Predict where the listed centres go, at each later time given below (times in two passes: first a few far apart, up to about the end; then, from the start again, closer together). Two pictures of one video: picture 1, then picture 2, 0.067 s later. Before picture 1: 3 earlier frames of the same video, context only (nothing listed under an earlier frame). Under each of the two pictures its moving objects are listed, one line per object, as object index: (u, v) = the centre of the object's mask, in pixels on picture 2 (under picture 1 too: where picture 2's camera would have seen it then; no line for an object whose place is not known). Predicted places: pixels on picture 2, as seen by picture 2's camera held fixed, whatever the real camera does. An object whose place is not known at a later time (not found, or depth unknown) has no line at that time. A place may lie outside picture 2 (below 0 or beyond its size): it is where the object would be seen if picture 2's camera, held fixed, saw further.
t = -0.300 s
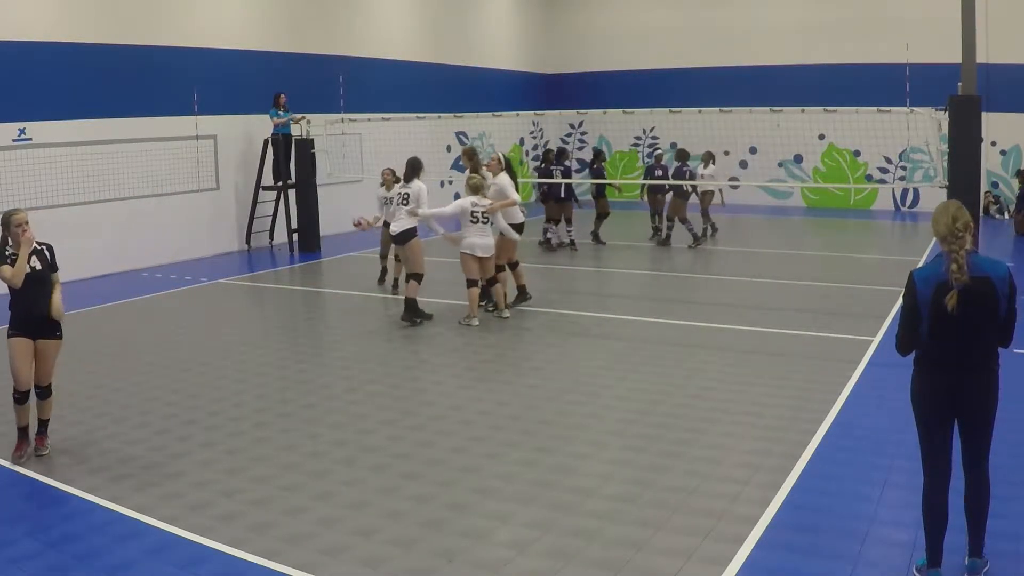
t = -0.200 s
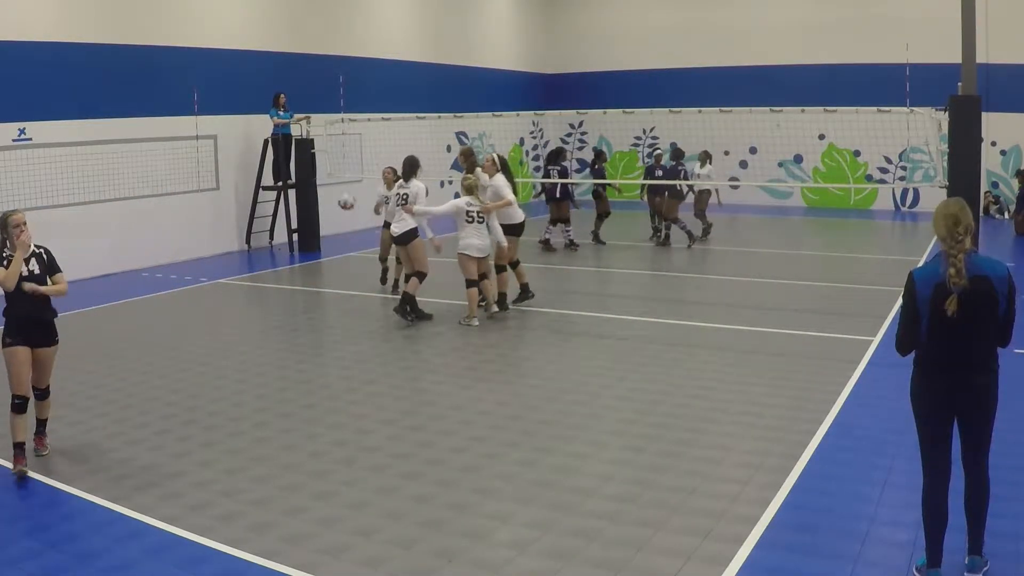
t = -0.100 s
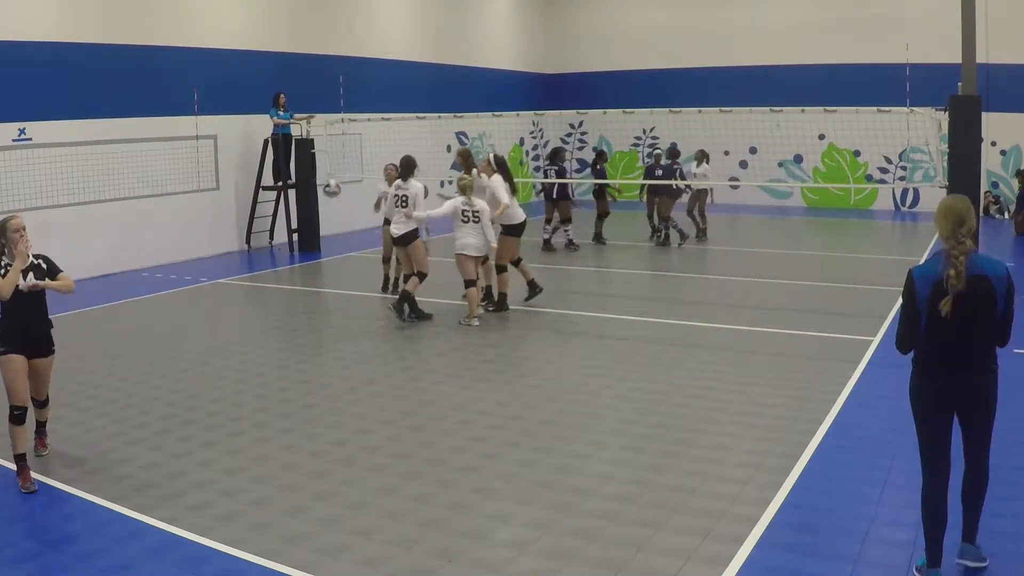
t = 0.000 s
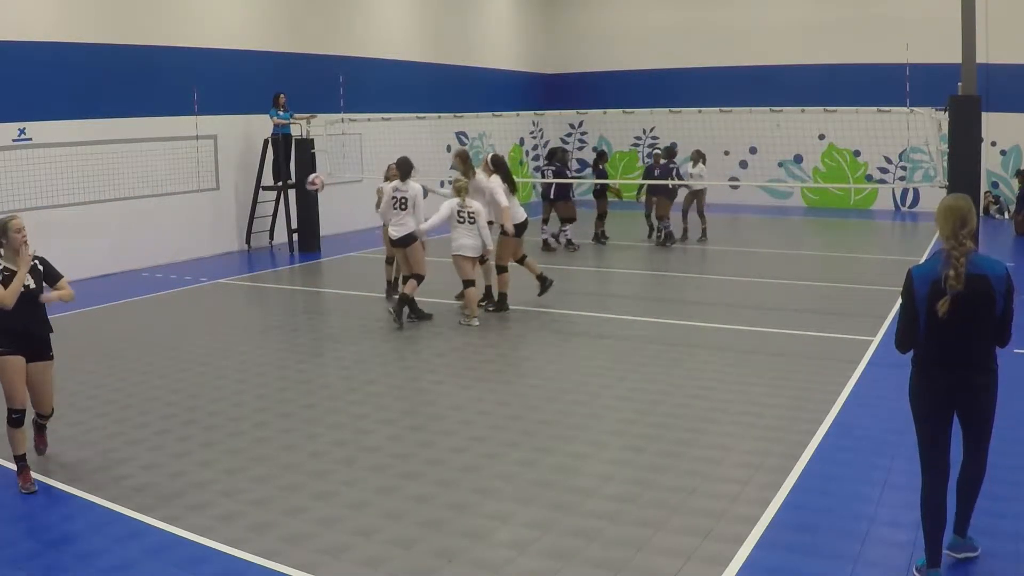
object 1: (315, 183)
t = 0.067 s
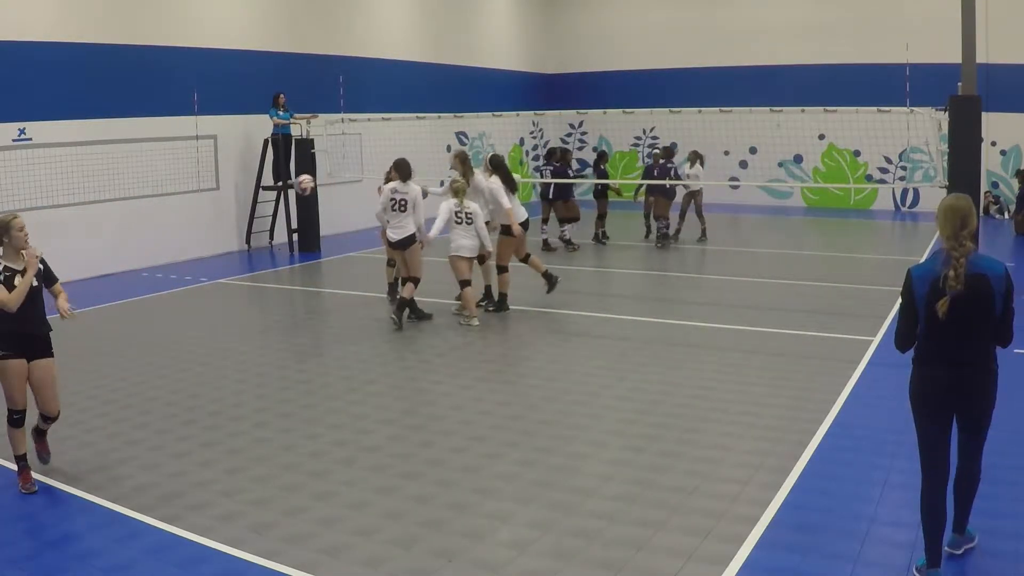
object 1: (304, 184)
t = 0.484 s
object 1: (229, 315)
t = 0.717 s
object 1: (173, 336)
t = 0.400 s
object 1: (245, 269)
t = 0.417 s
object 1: (241, 277)
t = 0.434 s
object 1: (237, 286)
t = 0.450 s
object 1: (235, 296)
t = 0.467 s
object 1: (232, 305)
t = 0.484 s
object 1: (229, 315)
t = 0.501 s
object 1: (226, 326)
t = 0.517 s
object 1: (223, 337)
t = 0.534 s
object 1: (220, 349)
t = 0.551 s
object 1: (217, 361)
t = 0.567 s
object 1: (214, 375)
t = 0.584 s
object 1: (211, 383)
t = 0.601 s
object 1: (206, 376)
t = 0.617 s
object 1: (201, 368)
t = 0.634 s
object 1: (196, 363)
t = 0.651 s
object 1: (191, 357)
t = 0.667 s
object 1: (187, 352)
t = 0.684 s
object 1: (182, 347)
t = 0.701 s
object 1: (177, 341)
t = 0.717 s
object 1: (173, 336)
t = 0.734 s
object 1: (167, 332)
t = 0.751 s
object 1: (163, 329)
